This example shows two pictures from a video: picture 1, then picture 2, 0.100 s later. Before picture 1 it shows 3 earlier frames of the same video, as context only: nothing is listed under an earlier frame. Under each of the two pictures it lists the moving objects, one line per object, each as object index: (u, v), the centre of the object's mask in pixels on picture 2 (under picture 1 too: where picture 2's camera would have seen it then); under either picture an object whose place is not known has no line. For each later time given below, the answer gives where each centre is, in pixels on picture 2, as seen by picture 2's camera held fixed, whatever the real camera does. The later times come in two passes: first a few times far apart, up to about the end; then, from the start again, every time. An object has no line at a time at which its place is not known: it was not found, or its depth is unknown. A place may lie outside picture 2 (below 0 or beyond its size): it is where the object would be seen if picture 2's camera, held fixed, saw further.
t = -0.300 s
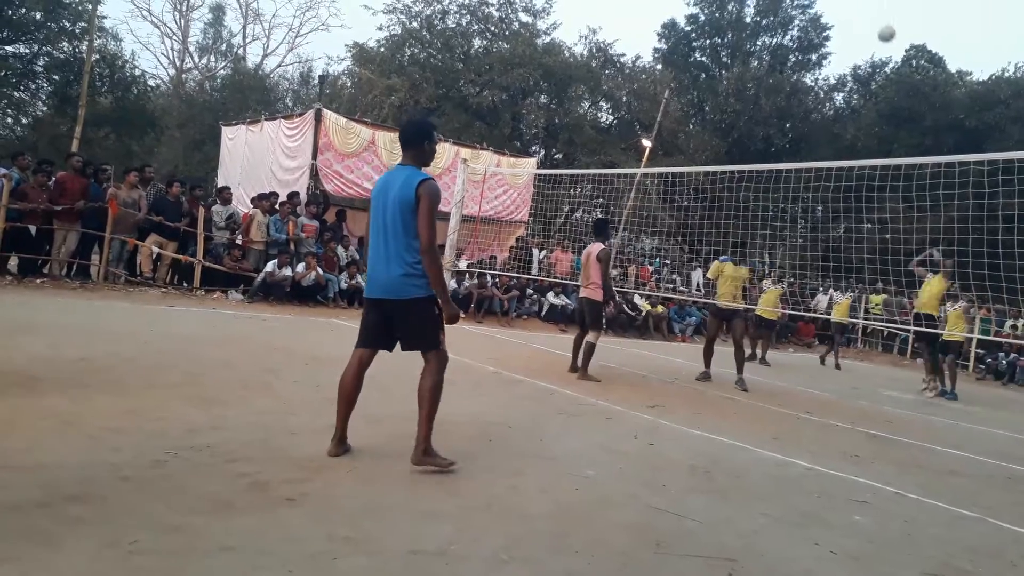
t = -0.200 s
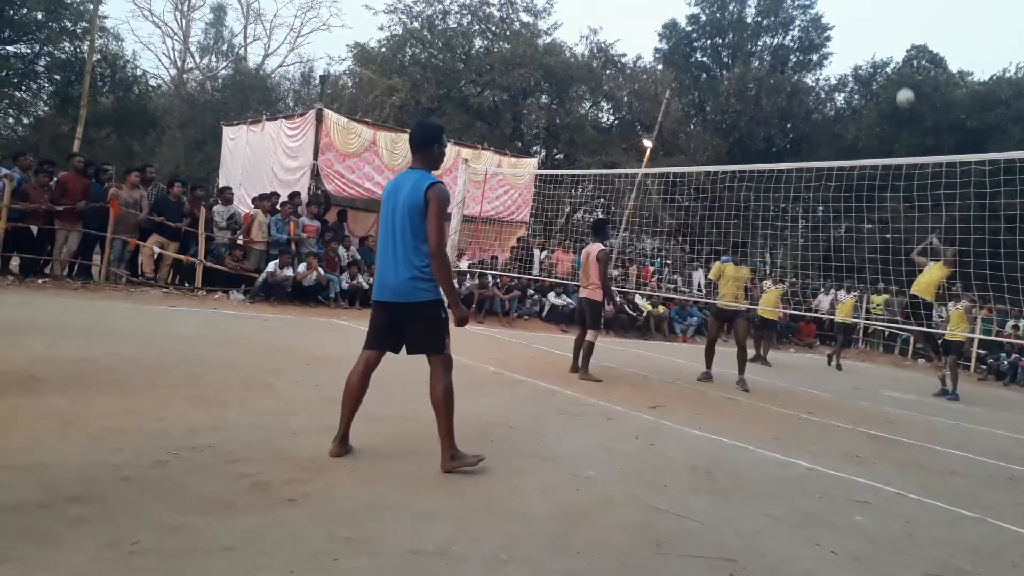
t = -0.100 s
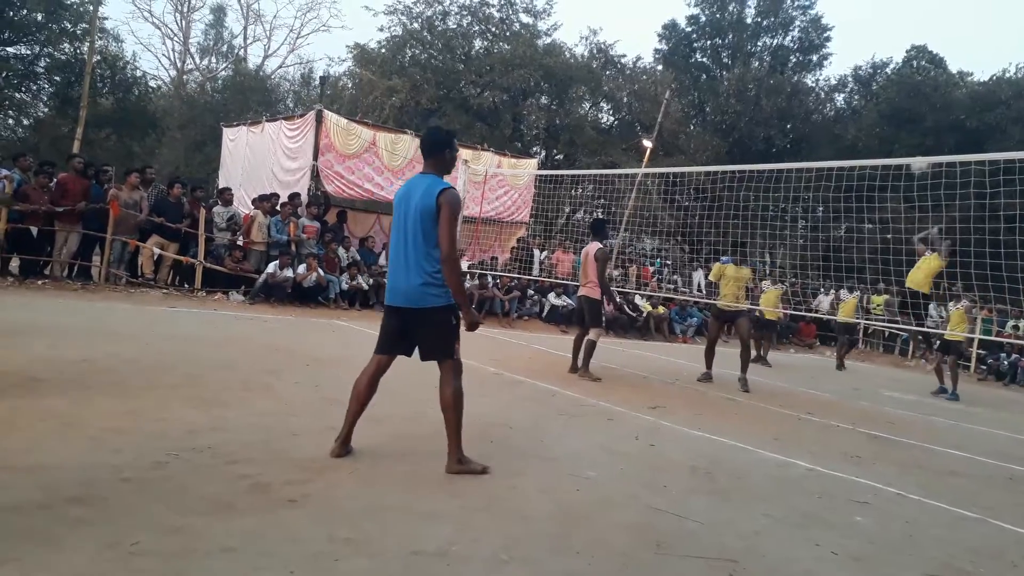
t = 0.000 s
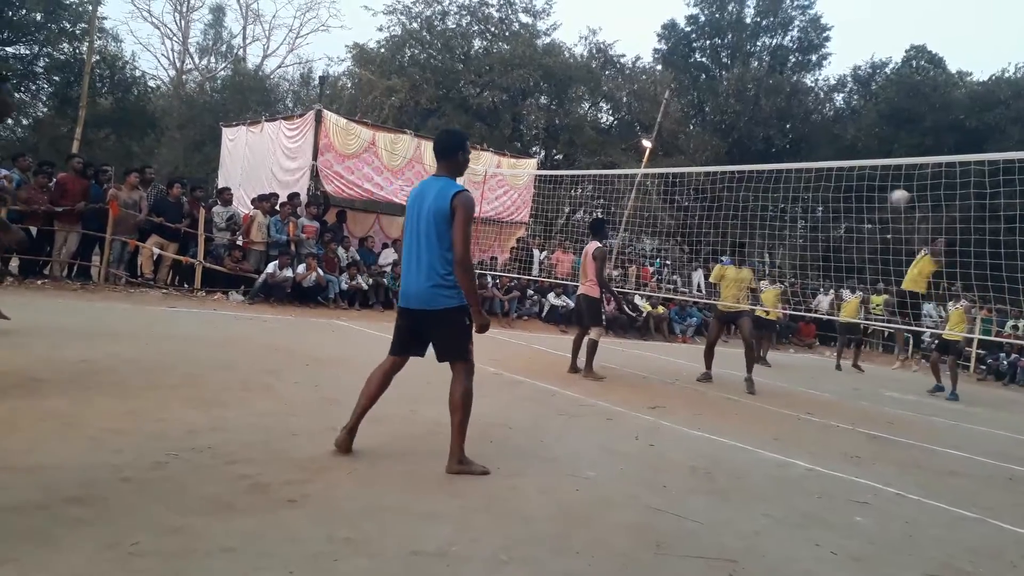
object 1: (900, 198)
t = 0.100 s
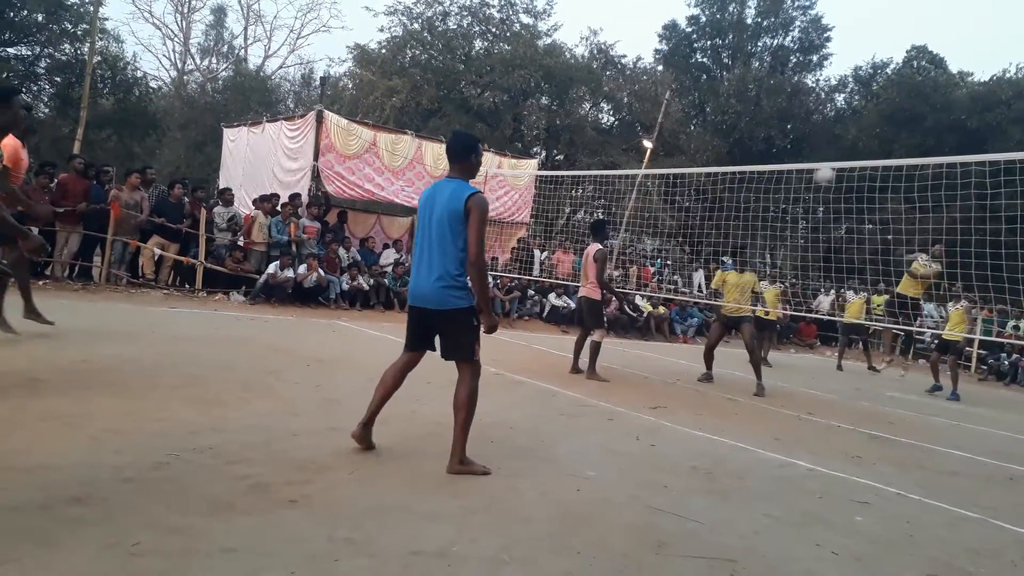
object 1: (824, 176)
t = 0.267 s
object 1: (686, 149)
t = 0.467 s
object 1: (511, 136)
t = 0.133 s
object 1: (795, 170)
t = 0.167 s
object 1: (766, 161)
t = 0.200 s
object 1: (736, 159)
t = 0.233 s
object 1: (712, 155)
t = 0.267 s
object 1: (686, 149)
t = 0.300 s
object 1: (662, 143)
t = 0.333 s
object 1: (633, 140)
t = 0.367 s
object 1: (604, 136)
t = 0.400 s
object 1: (575, 136)
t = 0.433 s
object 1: (544, 135)
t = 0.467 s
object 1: (511, 136)
